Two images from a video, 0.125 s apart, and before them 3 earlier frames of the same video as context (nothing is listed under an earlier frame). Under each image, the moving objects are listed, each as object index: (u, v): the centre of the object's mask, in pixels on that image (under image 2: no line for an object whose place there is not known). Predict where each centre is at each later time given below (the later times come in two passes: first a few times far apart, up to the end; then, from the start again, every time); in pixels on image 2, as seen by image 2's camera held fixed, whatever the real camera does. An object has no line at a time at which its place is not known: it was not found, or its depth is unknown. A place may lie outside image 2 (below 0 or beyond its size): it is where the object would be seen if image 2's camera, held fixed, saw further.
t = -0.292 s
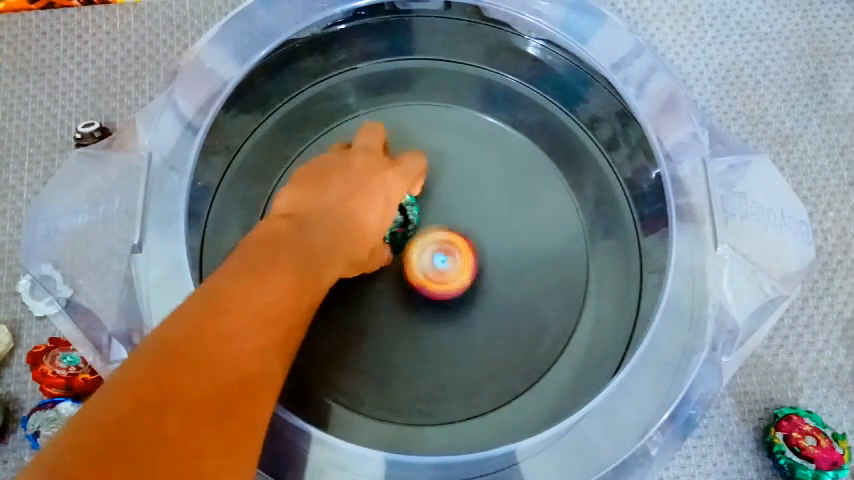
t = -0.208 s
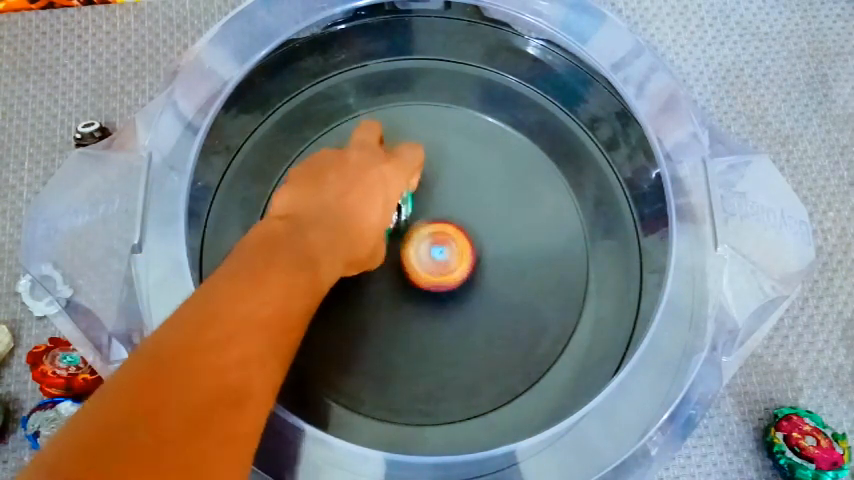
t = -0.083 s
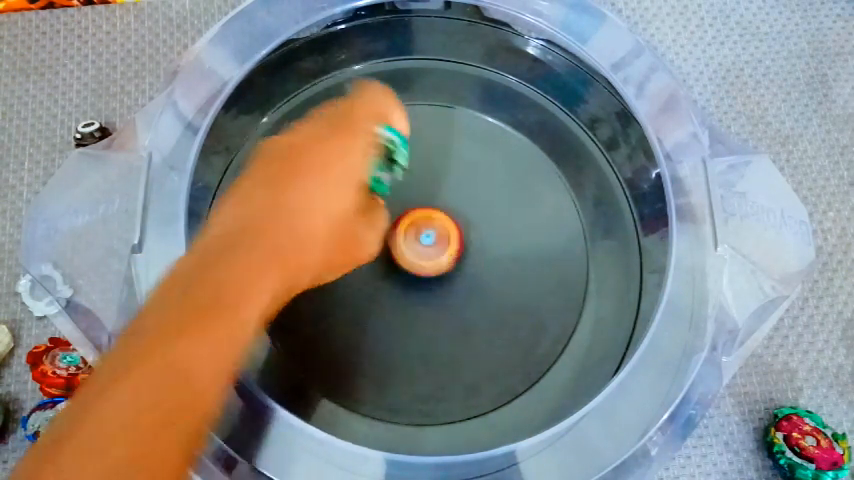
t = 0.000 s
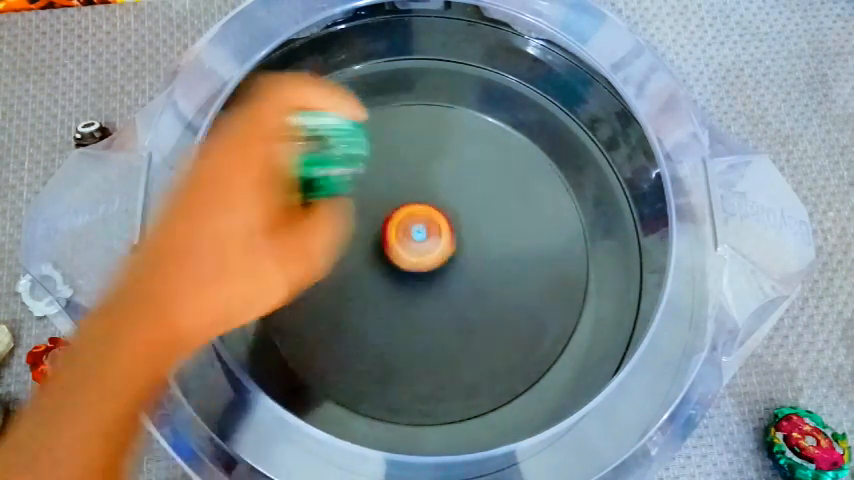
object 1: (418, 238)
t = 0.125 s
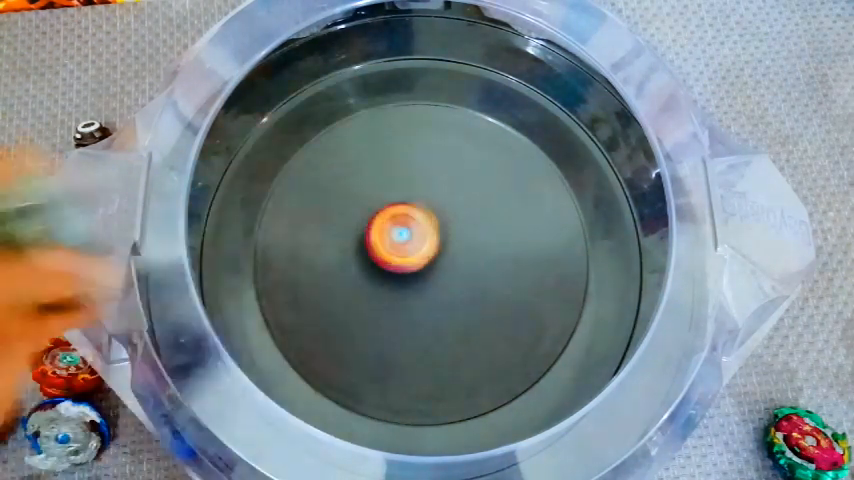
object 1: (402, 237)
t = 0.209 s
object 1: (398, 246)
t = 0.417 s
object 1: (415, 261)
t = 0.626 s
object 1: (440, 257)
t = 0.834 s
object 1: (440, 242)
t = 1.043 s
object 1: (418, 240)
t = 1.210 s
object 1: (403, 252)
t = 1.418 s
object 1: (411, 269)
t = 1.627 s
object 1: (433, 258)
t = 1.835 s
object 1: (435, 238)
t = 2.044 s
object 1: (417, 234)
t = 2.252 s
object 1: (408, 254)
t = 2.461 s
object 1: (420, 270)
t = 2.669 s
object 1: (434, 262)
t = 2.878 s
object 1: (432, 242)
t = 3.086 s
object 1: (414, 239)
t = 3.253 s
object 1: (408, 251)
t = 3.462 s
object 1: (419, 262)
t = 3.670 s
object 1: (430, 256)
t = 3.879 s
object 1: (427, 245)
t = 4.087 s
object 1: (417, 245)
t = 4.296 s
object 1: (415, 253)
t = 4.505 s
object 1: (424, 251)
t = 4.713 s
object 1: (422, 244)
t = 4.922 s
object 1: (419, 251)
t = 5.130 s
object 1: (421, 255)
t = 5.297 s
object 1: (420, 254)
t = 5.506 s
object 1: (421, 252)
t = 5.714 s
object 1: (423, 252)
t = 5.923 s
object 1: (423, 253)
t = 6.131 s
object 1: (419, 250)
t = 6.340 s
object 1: (418, 249)
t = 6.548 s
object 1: (421, 249)
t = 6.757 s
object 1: (419, 251)
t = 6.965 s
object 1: (417, 253)
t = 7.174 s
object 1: (418, 254)
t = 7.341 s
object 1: (421, 254)
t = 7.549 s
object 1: (422, 255)
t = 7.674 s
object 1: (423, 256)
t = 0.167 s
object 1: (400, 241)
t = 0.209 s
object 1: (398, 246)
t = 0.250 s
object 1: (399, 248)
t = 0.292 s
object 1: (401, 253)
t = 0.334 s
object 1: (403, 255)
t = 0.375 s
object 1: (407, 258)
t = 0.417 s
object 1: (415, 261)
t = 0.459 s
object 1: (420, 263)
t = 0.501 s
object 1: (424, 262)
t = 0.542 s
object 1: (429, 262)
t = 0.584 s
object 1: (437, 260)
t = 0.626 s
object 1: (440, 257)
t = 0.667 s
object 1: (443, 255)
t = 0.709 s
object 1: (444, 253)
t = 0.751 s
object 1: (445, 246)
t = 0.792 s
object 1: (442, 244)
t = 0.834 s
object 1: (440, 242)
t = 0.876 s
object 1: (437, 240)
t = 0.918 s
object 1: (430, 239)
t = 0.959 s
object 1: (426, 238)
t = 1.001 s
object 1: (423, 239)
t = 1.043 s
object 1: (418, 240)
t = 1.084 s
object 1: (415, 241)
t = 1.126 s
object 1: (408, 246)
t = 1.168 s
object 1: (405, 250)
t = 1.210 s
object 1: (403, 252)
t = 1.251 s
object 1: (403, 256)
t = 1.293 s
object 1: (404, 263)
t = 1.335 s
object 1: (406, 266)
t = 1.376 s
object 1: (408, 267)
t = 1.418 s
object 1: (411, 269)
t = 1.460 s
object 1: (418, 269)
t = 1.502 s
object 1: (421, 268)
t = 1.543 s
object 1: (425, 265)
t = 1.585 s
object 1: (428, 264)
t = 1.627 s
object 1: (433, 258)
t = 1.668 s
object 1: (435, 255)
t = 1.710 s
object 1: (436, 251)
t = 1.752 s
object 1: (437, 247)
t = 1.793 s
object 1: (436, 244)
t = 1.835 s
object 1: (435, 238)
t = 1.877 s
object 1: (433, 235)
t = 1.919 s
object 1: (430, 233)
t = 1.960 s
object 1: (427, 232)
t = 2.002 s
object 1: (421, 233)
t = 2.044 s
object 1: (417, 234)
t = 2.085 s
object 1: (415, 236)
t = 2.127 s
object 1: (412, 240)
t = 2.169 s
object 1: (409, 246)
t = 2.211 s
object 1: (407, 250)
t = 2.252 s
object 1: (408, 254)
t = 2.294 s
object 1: (408, 258)
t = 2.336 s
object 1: (412, 264)
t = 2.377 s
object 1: (414, 266)
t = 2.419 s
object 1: (417, 268)
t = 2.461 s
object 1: (420, 270)
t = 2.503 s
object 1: (423, 269)
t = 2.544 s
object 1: (428, 268)
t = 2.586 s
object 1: (430, 266)
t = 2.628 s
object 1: (433, 264)
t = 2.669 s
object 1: (434, 262)
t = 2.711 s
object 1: (436, 257)
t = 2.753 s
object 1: (436, 254)
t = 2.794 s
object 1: (436, 250)
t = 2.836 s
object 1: (434, 248)
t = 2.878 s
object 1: (432, 242)
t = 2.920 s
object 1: (428, 240)
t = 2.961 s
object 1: (426, 239)
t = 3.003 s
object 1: (423, 238)
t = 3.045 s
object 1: (416, 238)
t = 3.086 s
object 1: (414, 239)
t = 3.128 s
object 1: (412, 241)
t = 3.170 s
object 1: (410, 243)
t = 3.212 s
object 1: (407, 246)
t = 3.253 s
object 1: (408, 251)
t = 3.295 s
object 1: (408, 253)
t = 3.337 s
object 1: (411, 256)
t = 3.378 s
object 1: (413, 258)
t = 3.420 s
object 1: (416, 261)
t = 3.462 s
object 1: (419, 262)
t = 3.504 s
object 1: (422, 260)
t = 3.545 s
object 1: (425, 260)
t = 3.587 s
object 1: (428, 258)
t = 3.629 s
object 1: (430, 257)
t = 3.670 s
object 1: (430, 256)
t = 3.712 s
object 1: (431, 253)
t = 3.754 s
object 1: (431, 250)
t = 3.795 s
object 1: (431, 248)
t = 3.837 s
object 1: (430, 246)
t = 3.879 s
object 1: (427, 245)
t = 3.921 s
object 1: (426, 244)
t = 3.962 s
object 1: (422, 244)
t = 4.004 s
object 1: (421, 244)
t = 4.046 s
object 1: (419, 245)
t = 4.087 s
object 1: (417, 245)
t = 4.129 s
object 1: (417, 246)
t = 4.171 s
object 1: (415, 246)
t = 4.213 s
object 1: (415, 248)
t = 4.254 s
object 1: (414, 250)
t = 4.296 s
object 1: (415, 253)
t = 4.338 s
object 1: (415, 255)
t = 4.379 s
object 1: (417, 253)
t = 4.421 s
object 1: (420, 255)
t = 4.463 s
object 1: (422, 252)
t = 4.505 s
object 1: (424, 251)
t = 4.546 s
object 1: (425, 251)
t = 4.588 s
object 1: (425, 247)
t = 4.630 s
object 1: (425, 246)
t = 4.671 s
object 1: (423, 244)
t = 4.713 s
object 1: (422, 244)
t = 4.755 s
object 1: (420, 244)
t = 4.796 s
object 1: (418, 245)
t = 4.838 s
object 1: (418, 249)
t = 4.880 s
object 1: (417, 250)
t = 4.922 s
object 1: (419, 251)
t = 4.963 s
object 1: (421, 253)
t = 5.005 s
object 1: (418, 255)
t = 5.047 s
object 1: (419, 253)
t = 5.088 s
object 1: (420, 254)
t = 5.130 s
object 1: (421, 255)
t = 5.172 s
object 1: (419, 255)
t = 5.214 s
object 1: (418, 254)
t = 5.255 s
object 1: (418, 253)
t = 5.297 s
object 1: (420, 254)
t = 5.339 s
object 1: (419, 254)
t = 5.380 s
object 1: (420, 253)
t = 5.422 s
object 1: (420, 253)
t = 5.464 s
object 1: (420, 253)
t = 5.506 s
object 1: (421, 252)
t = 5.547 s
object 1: (421, 252)
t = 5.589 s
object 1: (423, 251)
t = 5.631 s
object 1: (423, 252)
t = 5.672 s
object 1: (423, 252)
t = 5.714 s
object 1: (423, 252)
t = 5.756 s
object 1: (424, 252)
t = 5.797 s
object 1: (424, 252)
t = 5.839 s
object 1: (426, 254)
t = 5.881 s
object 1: (423, 253)
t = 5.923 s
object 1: (423, 253)
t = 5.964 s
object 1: (423, 252)
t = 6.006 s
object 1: (423, 253)
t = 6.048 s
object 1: (422, 253)
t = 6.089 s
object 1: (420, 252)
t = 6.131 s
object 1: (419, 250)
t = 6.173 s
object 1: (419, 252)
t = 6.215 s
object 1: (419, 251)
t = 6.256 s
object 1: (419, 250)
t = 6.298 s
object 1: (418, 249)
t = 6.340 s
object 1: (418, 249)
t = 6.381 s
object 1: (420, 249)
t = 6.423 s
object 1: (419, 249)
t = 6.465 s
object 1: (419, 249)
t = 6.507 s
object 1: (420, 249)
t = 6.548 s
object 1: (421, 249)
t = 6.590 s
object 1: (421, 249)
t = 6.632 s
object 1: (422, 252)
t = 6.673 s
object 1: (420, 253)
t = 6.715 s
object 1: (419, 252)
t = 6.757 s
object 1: (419, 251)
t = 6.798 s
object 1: (420, 254)
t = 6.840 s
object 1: (418, 254)
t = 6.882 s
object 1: (418, 253)
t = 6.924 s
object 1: (418, 254)
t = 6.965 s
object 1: (417, 253)
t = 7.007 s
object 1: (418, 255)
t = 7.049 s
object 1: (416, 255)
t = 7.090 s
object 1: (415, 253)
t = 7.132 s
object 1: (419, 253)
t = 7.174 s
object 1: (418, 254)
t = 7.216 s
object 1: (418, 252)
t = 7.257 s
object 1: (418, 251)
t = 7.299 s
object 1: (422, 251)
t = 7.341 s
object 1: (421, 254)
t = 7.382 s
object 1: (420, 254)
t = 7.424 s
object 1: (419, 253)
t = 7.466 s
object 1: (422, 252)
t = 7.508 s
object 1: (423, 256)
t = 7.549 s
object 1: (422, 255)
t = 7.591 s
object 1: (423, 254)
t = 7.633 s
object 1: (424, 254)
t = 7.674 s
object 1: (423, 256)
